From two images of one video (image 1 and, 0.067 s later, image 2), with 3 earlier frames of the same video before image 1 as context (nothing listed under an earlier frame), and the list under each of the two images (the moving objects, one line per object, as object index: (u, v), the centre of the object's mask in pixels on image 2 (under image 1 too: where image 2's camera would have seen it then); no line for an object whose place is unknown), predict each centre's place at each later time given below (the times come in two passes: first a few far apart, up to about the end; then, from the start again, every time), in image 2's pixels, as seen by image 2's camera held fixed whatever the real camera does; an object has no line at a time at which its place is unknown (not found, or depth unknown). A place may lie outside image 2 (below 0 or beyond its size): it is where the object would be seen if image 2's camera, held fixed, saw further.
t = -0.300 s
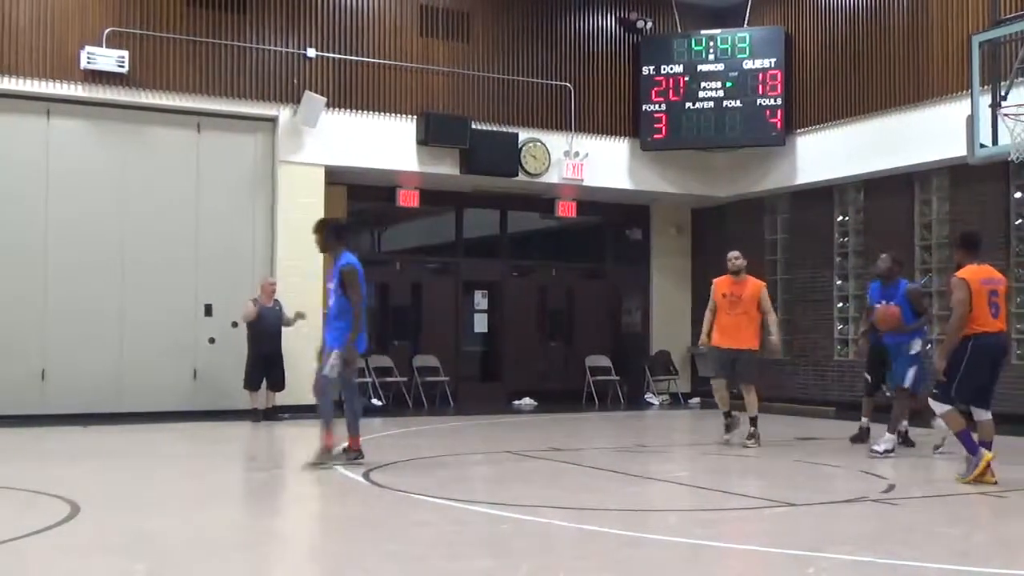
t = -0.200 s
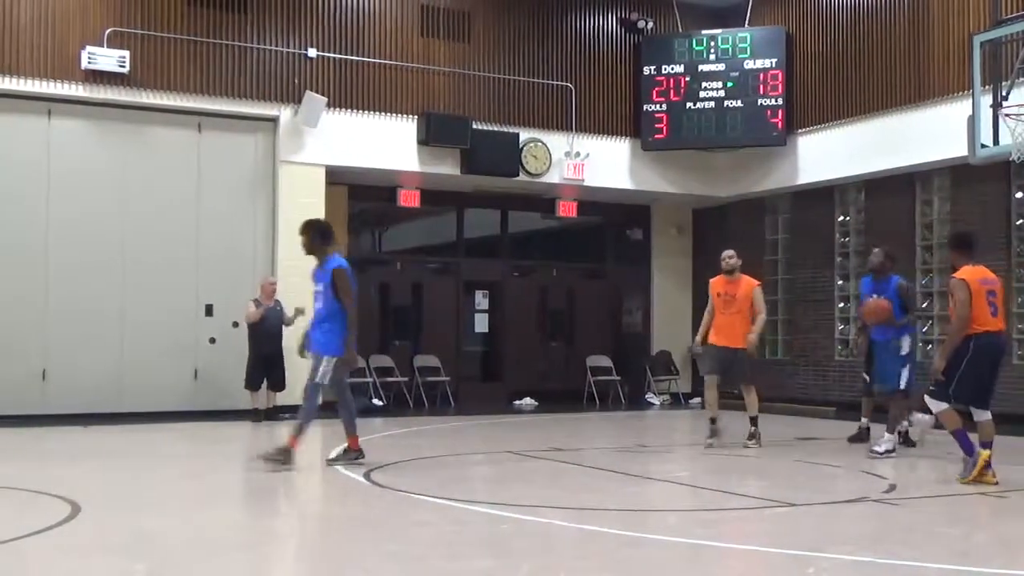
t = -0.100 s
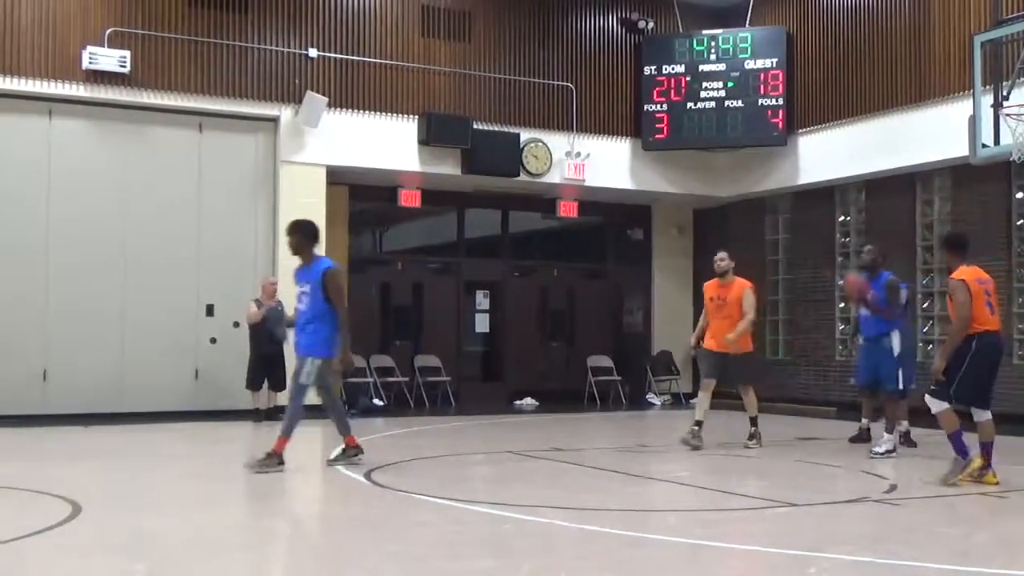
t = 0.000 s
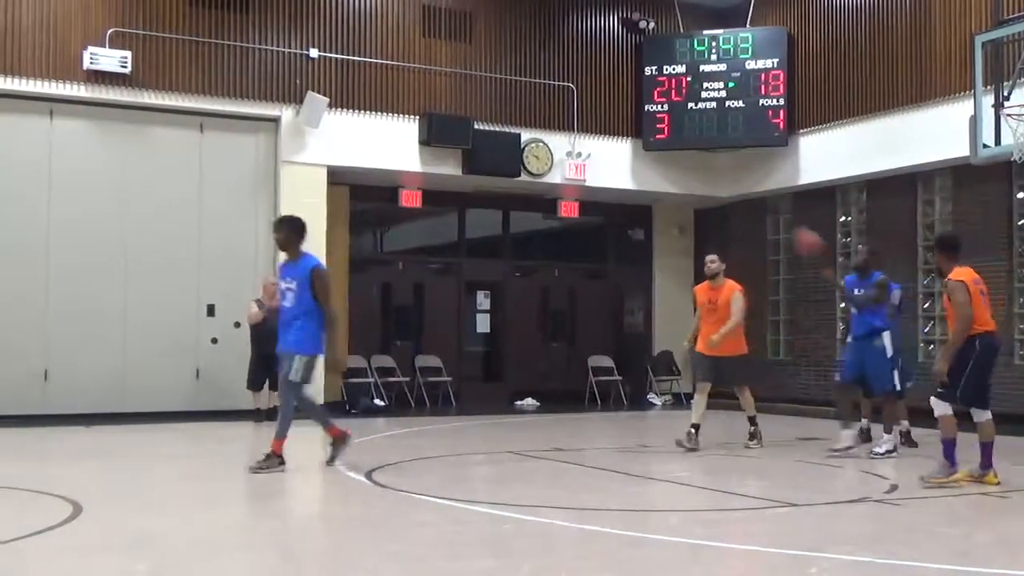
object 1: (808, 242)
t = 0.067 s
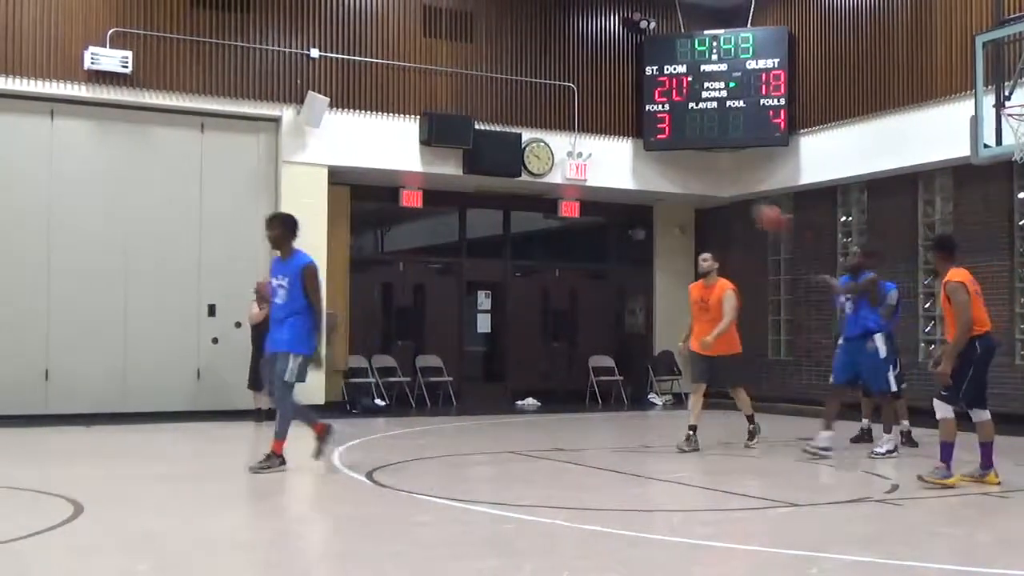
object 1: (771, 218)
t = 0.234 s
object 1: (680, 181)
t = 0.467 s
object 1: (571, 183)
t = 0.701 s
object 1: (472, 231)
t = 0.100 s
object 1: (751, 207)
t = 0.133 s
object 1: (737, 204)
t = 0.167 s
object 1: (716, 192)
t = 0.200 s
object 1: (697, 186)
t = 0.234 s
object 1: (680, 181)
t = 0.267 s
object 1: (664, 177)
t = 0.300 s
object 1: (647, 177)
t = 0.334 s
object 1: (632, 175)
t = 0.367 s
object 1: (616, 174)
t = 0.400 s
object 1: (600, 174)
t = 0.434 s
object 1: (583, 177)
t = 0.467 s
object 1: (571, 183)
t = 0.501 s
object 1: (559, 186)
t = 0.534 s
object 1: (539, 193)
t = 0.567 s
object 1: (527, 197)
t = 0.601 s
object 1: (514, 203)
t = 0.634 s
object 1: (502, 209)
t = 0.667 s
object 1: (486, 218)
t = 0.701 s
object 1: (472, 231)
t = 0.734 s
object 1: (459, 243)
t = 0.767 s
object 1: (446, 255)
